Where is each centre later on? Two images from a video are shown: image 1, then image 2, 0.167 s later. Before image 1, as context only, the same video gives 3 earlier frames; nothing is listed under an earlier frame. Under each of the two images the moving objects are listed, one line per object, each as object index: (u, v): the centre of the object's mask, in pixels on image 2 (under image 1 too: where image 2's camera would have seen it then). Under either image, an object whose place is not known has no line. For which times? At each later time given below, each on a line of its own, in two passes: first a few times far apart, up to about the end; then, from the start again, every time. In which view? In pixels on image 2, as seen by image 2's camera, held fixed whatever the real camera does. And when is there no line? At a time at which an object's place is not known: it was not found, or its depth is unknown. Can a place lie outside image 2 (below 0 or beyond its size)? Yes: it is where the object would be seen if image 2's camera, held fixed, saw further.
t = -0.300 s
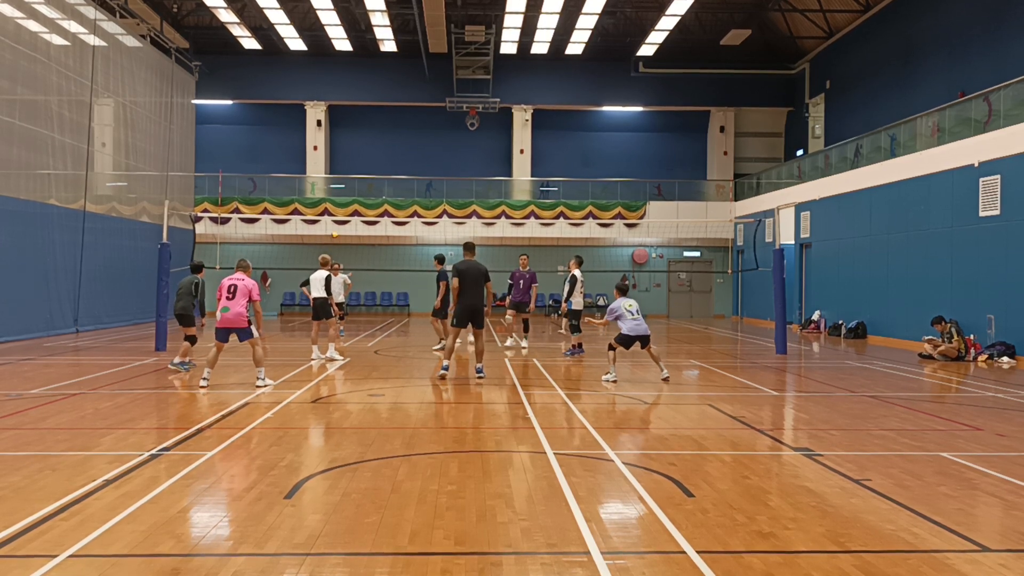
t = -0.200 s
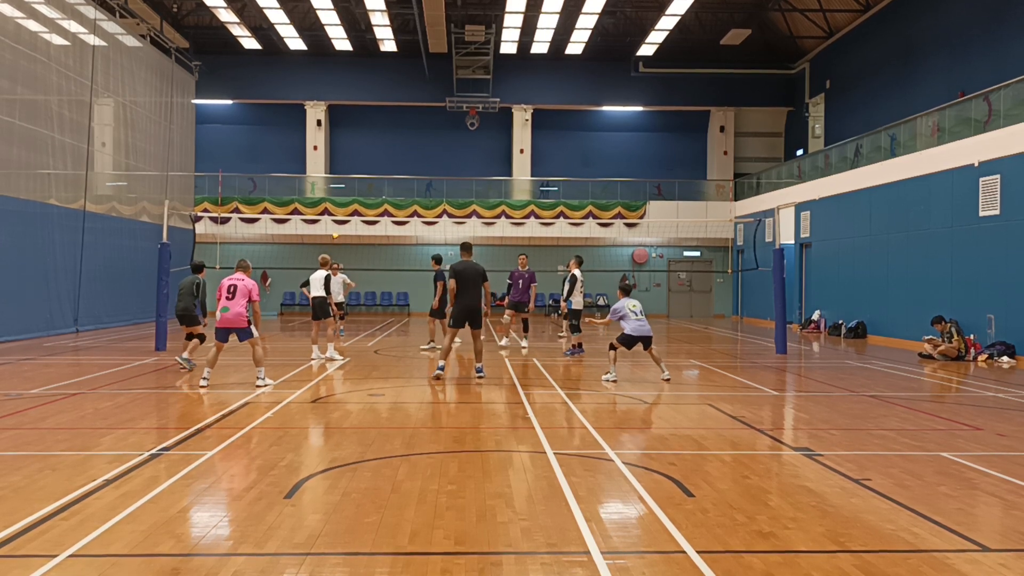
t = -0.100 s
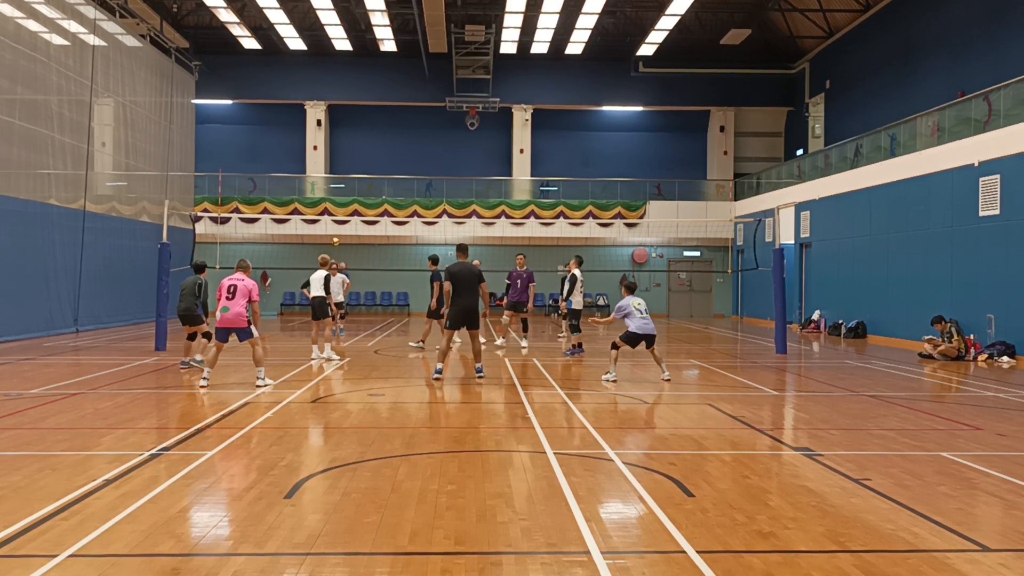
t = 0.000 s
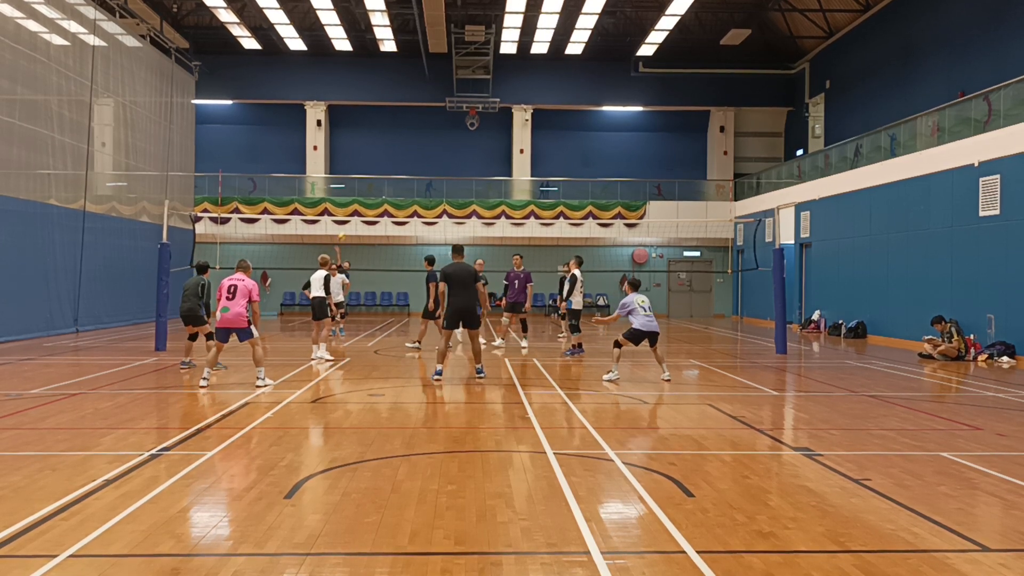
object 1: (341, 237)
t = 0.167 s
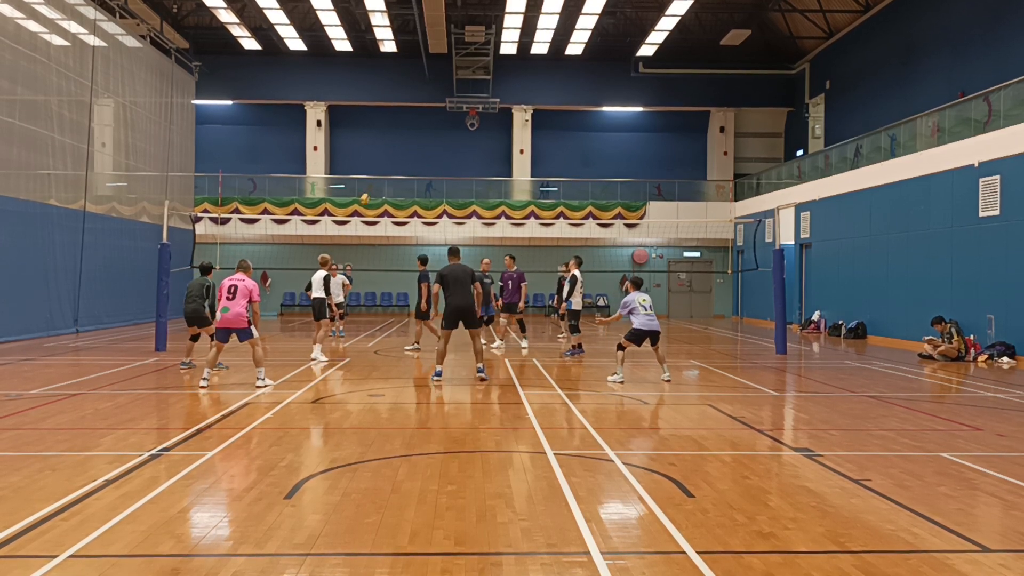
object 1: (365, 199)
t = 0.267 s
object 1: (377, 179)
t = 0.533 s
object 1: (417, 135)
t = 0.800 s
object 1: (460, 123)
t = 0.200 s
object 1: (369, 191)
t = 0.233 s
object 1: (373, 185)
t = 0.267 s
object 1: (377, 179)
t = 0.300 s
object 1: (383, 171)
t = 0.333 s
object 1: (388, 165)
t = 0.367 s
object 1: (393, 159)
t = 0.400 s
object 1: (398, 153)
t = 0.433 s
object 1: (403, 147)
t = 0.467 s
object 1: (407, 143)
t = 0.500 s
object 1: (412, 138)
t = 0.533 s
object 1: (417, 135)
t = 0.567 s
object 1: (421, 131)
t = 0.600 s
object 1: (426, 128)
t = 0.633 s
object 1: (431, 126)
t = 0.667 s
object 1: (437, 124)
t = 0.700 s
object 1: (442, 123)
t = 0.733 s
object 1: (448, 122)
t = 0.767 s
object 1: (454, 122)
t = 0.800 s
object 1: (460, 123)
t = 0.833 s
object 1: (466, 124)
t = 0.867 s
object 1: (473, 126)
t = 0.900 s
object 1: (480, 128)
